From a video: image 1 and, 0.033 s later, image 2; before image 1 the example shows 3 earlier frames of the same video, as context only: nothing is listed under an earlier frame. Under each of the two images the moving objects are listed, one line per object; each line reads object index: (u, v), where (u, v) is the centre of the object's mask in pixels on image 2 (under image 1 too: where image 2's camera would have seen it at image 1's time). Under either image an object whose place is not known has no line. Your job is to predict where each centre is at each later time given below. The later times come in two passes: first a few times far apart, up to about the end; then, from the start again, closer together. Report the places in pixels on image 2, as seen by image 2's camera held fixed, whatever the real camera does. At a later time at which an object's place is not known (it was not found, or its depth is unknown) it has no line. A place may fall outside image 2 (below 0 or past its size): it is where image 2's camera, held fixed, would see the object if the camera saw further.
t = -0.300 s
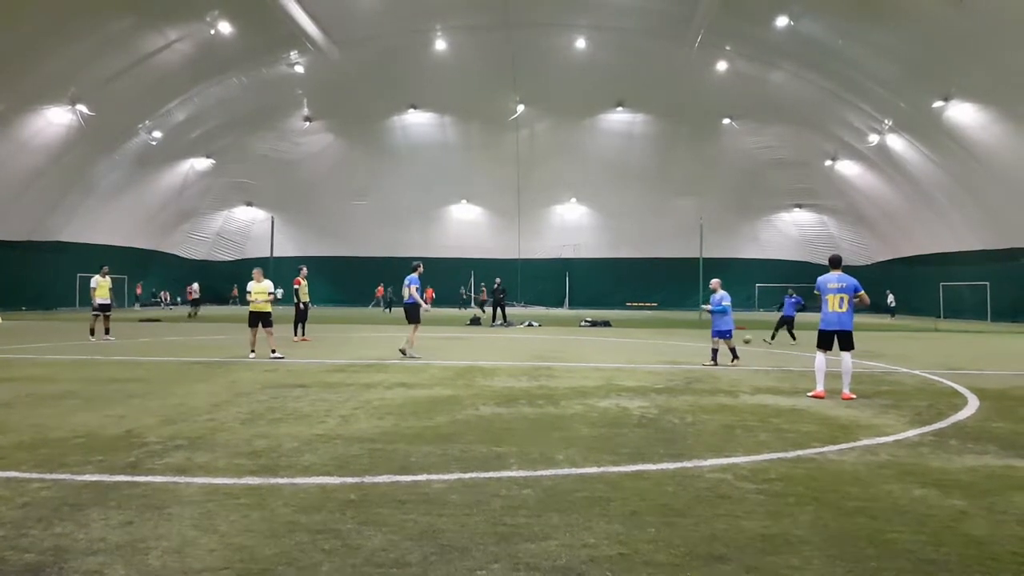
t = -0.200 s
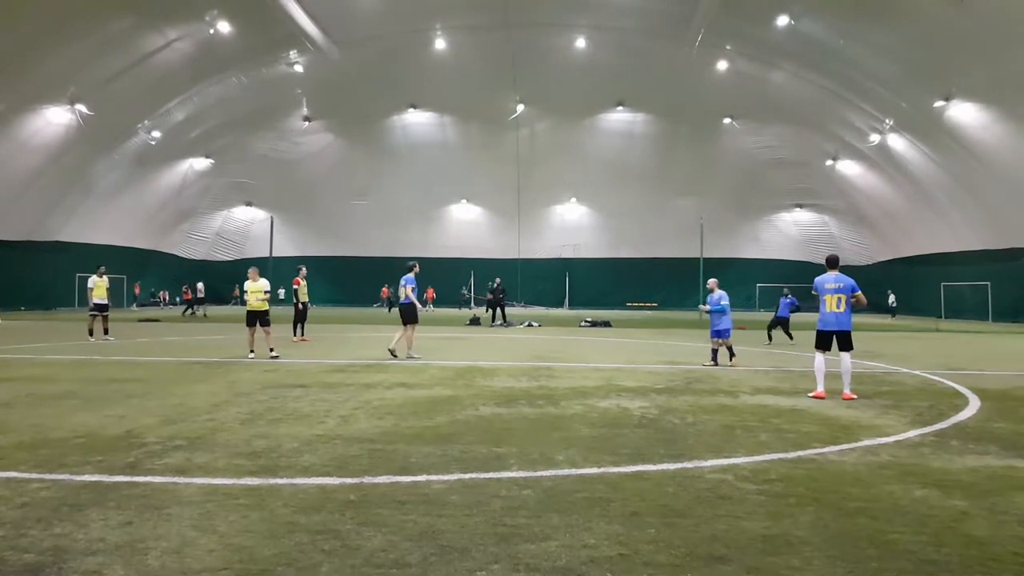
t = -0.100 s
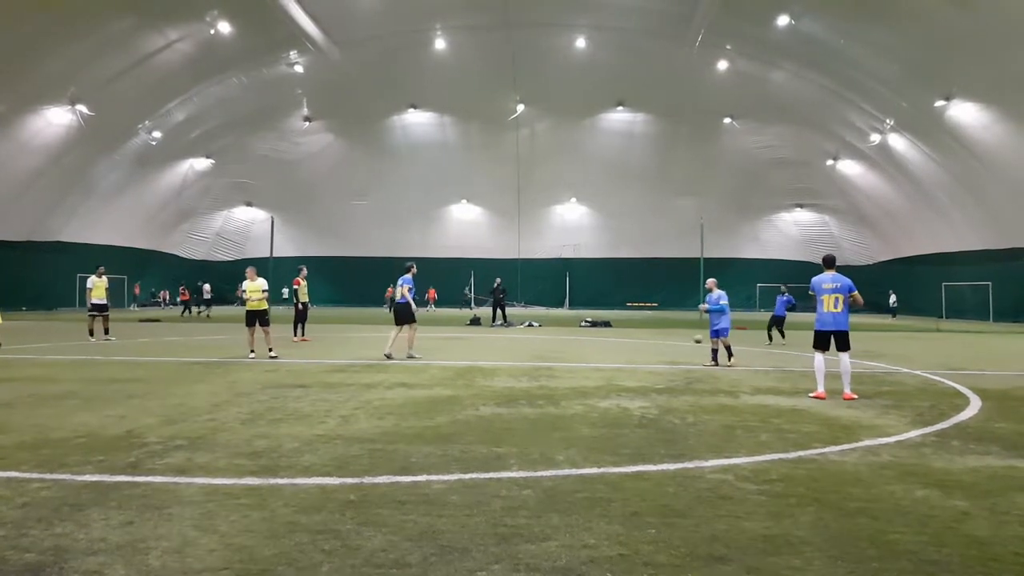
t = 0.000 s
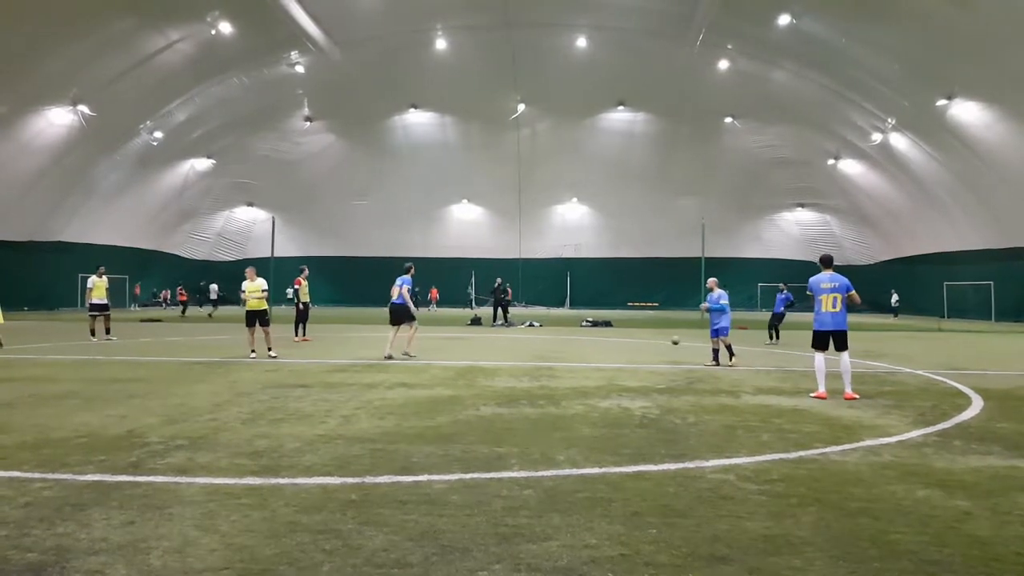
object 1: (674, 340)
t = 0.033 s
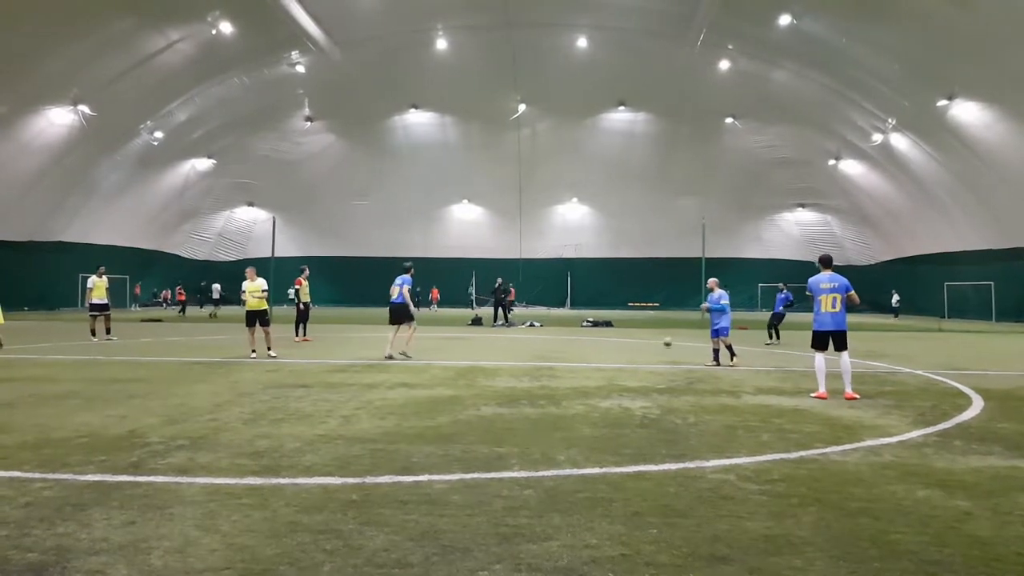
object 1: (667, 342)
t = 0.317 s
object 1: (606, 345)
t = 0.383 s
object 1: (591, 343)
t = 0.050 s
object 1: (663, 343)
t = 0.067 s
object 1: (659, 344)
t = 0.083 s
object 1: (655, 343)
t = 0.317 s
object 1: (606, 345)
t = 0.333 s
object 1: (602, 344)
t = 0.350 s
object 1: (599, 344)
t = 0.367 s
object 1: (595, 344)
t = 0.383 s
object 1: (591, 343)
